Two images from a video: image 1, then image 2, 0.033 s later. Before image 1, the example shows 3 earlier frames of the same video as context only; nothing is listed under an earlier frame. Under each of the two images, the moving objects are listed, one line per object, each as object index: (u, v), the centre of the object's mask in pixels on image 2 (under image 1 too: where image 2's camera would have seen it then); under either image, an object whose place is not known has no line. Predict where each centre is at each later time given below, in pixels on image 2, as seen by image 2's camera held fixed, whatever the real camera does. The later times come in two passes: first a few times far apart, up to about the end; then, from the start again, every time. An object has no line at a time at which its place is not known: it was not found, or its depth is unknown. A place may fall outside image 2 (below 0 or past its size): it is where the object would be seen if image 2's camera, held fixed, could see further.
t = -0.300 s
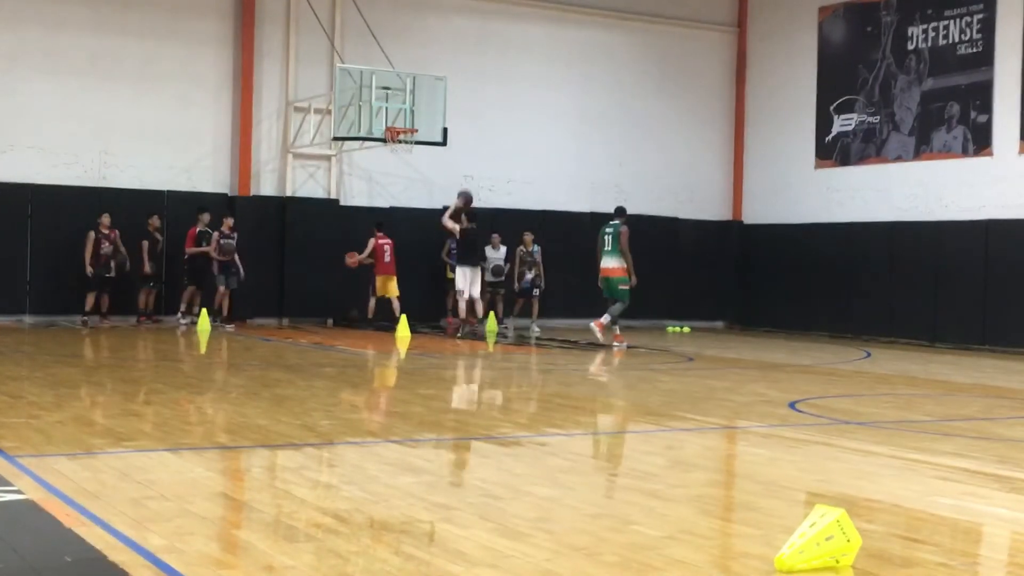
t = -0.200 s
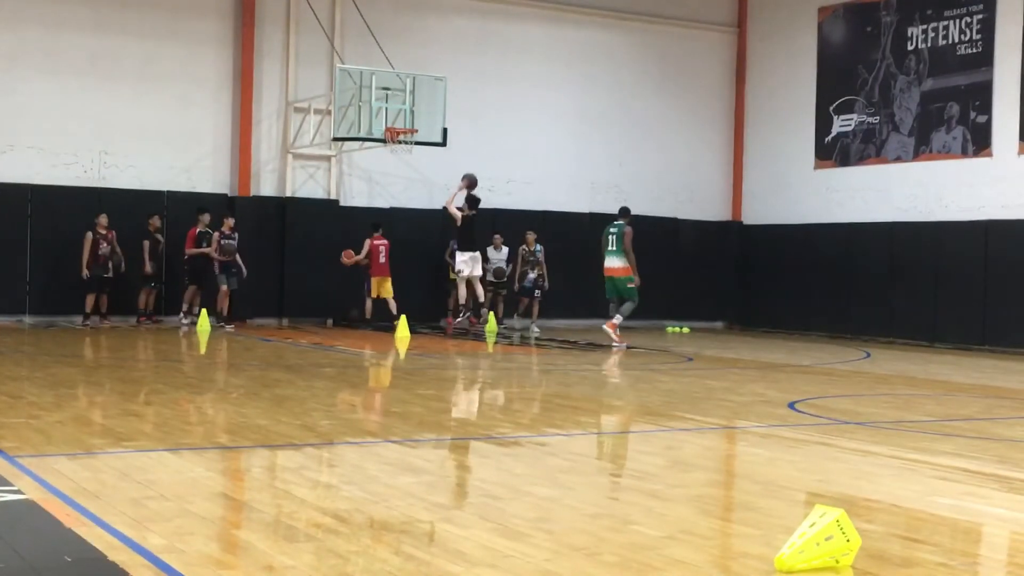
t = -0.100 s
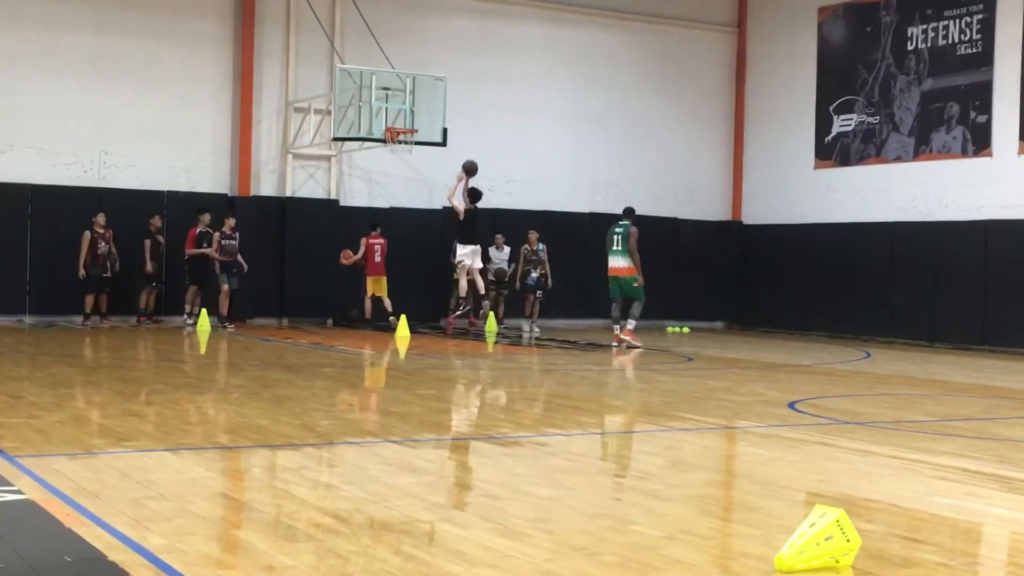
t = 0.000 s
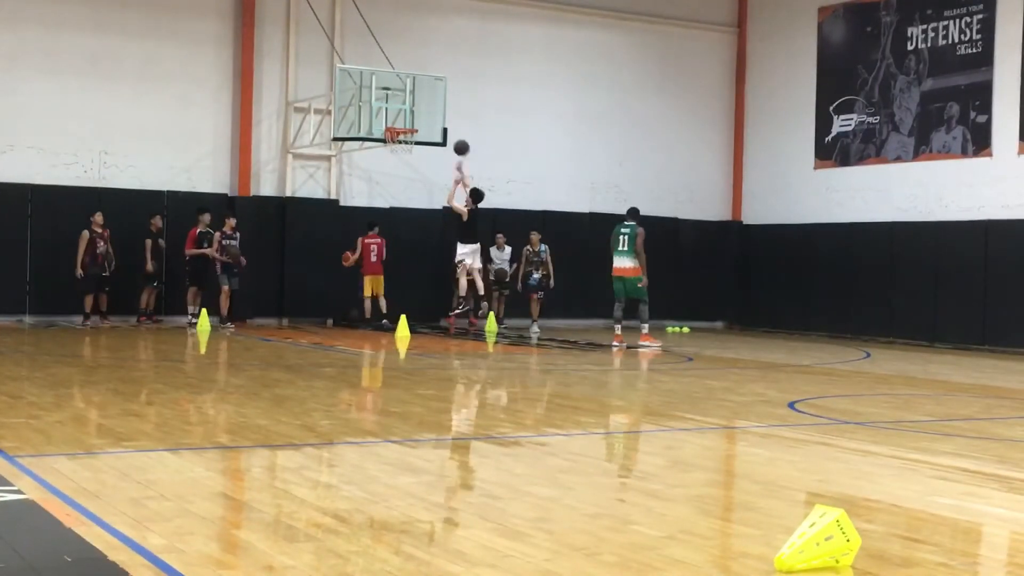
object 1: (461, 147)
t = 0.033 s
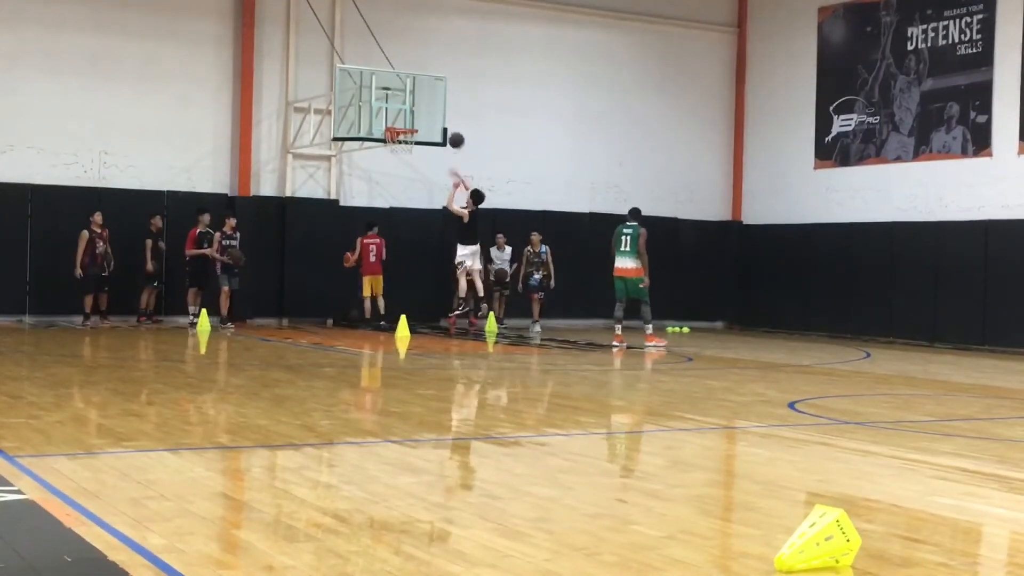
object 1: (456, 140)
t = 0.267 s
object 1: (421, 109)
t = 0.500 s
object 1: (410, 117)
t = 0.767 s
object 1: (390, 139)
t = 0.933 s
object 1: (392, 149)
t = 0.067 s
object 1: (452, 134)
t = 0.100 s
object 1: (446, 128)
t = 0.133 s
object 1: (441, 123)
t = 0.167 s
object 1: (436, 118)
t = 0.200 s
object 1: (431, 114)
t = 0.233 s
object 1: (426, 111)
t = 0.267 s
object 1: (421, 109)
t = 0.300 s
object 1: (416, 108)
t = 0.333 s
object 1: (411, 107)
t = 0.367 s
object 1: (411, 108)
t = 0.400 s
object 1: (410, 109)
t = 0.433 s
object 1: (410, 111)
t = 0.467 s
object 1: (410, 114)
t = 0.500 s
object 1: (410, 117)
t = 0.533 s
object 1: (410, 119)
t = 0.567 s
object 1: (409, 125)
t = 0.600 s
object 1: (406, 127)
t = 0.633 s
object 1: (401, 128)
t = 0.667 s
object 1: (399, 130)
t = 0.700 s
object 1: (393, 134)
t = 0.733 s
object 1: (391, 138)
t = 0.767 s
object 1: (390, 139)
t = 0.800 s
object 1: (389, 140)
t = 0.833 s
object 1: (389, 142)
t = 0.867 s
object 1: (389, 143)
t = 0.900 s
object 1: (390, 144)
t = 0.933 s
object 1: (392, 149)
